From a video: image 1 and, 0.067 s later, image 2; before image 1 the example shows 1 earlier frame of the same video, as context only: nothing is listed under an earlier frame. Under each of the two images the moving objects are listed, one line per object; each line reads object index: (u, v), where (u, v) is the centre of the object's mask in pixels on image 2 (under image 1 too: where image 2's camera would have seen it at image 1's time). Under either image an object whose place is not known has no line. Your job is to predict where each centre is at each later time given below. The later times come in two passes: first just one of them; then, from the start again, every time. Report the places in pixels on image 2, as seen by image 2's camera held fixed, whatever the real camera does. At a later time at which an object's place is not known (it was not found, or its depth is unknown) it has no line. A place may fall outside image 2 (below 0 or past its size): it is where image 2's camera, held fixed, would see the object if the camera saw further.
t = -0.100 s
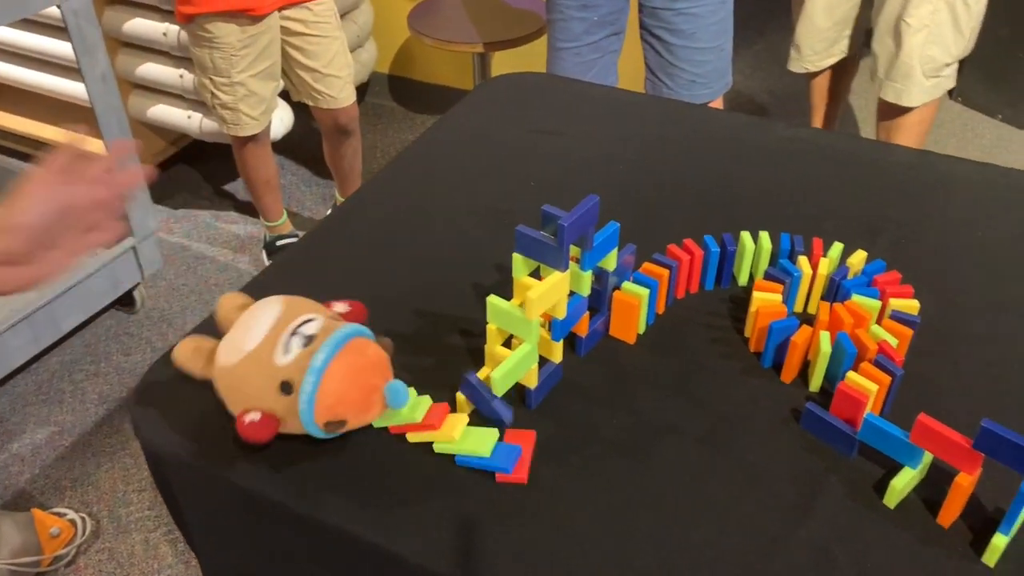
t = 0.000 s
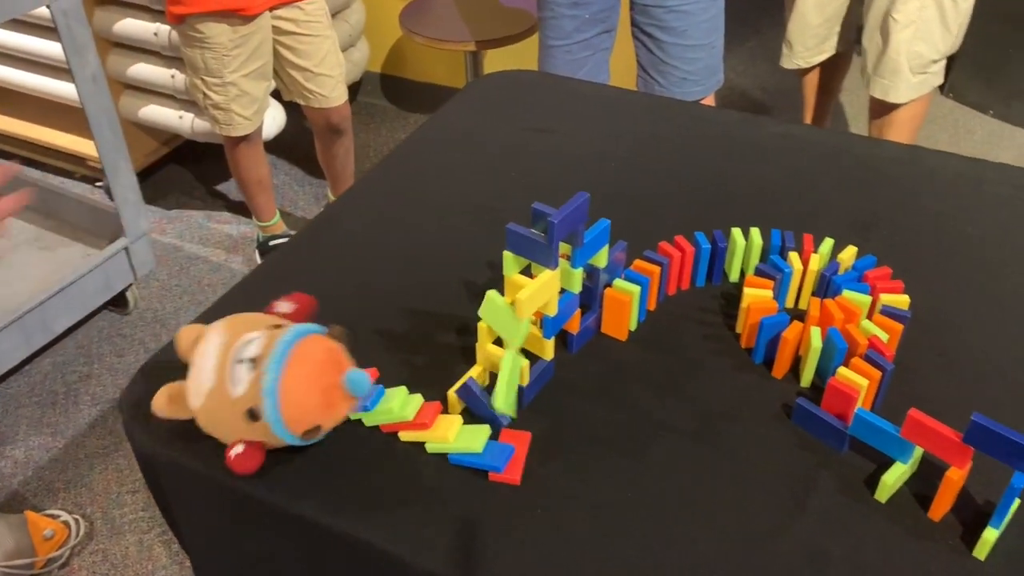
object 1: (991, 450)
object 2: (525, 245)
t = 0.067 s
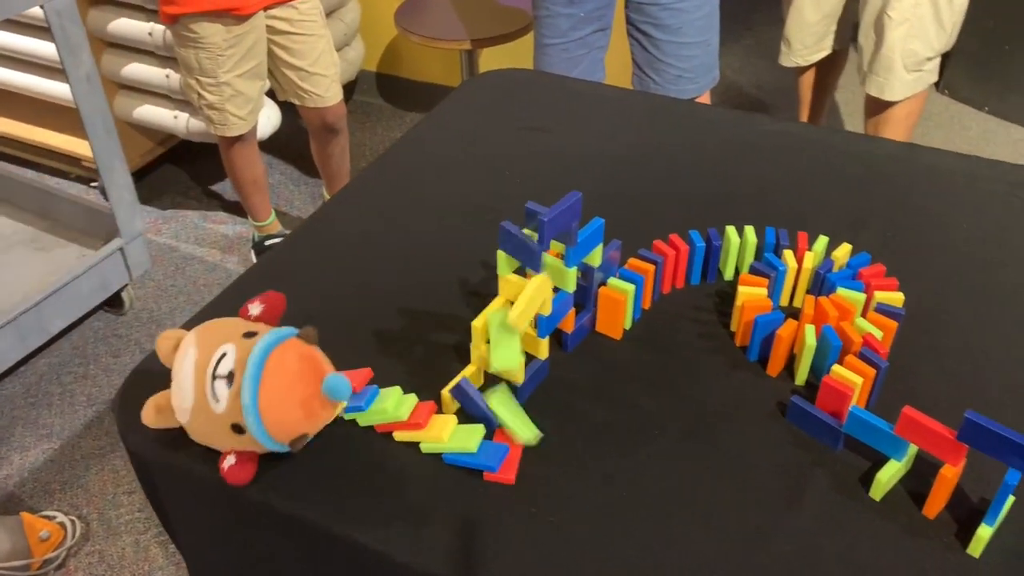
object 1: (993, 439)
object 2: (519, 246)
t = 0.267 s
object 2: (468, 331)
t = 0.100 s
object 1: (995, 441)
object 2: (517, 250)
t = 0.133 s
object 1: (995, 440)
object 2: (515, 265)
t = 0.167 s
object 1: (996, 441)
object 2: (506, 286)
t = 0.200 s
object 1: (997, 441)
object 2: (495, 301)
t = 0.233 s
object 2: (476, 315)
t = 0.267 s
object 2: (468, 331)
